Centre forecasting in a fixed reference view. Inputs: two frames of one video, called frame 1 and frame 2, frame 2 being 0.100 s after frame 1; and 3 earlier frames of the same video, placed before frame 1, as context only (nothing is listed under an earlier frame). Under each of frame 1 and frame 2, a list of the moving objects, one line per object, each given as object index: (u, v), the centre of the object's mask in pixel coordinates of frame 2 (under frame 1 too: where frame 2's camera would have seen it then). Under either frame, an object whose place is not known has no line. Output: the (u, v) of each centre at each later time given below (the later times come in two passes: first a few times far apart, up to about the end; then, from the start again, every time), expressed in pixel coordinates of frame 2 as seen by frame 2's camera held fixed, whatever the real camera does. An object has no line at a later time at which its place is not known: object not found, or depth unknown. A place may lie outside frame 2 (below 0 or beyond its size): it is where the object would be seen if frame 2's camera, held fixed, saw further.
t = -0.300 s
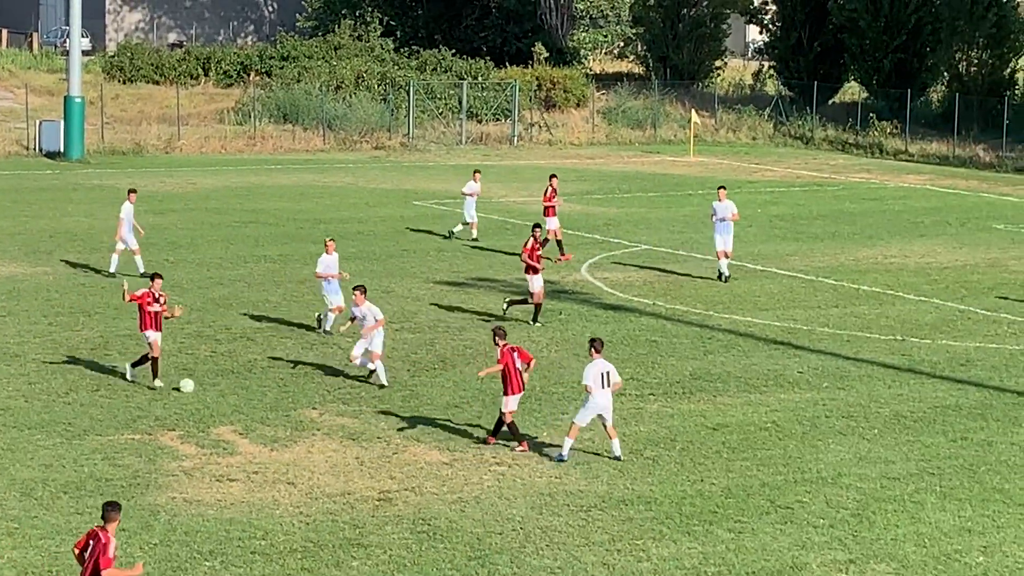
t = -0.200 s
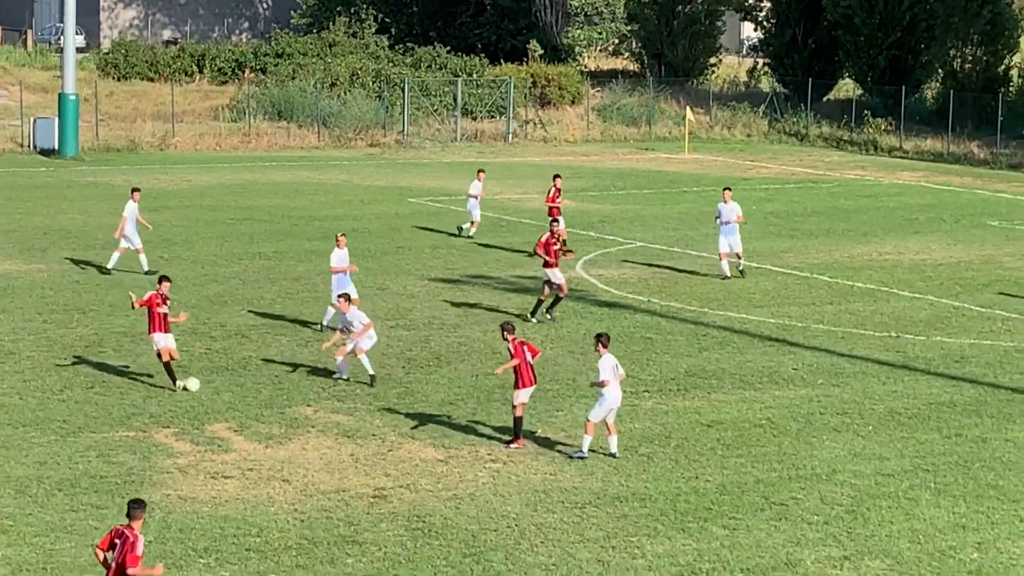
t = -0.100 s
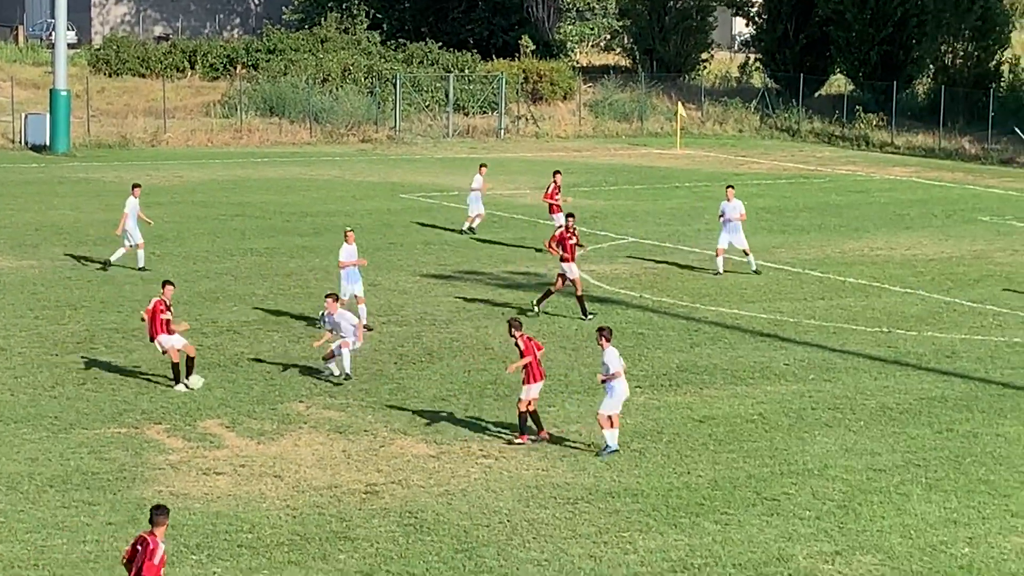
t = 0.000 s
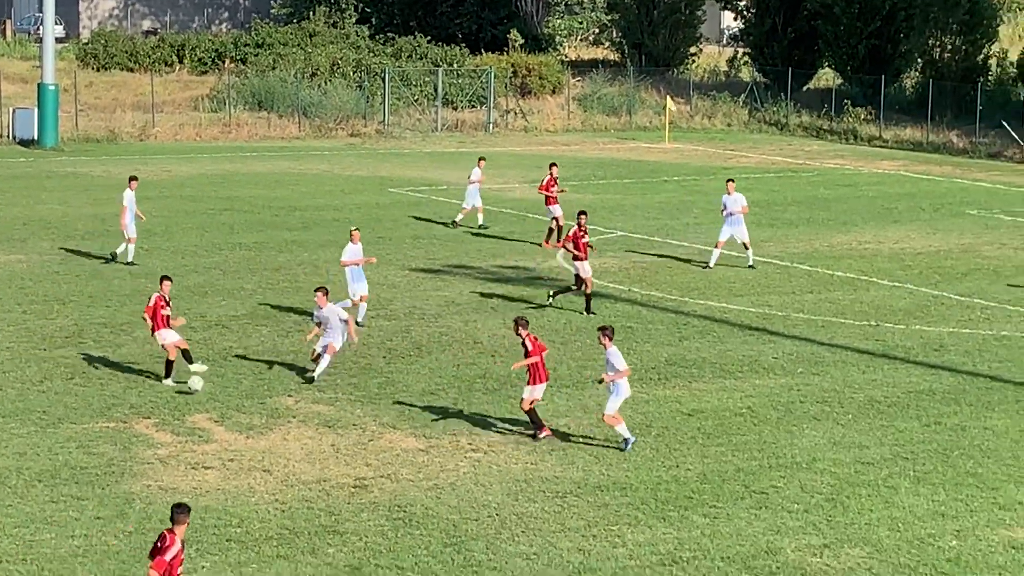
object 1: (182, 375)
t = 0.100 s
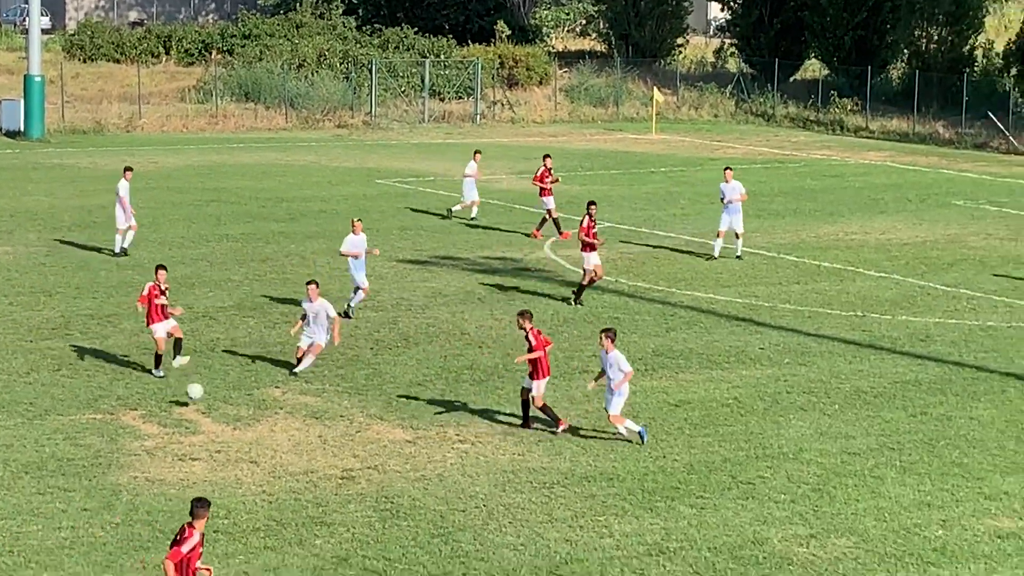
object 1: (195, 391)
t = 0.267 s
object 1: (215, 435)
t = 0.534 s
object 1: (231, 475)
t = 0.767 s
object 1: (244, 510)
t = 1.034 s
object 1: (257, 559)
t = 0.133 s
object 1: (199, 398)
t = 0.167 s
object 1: (203, 407)
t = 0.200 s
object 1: (207, 416)
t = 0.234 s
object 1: (211, 427)
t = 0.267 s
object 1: (215, 435)
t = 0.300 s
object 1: (216, 436)
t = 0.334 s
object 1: (219, 439)
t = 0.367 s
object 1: (221, 442)
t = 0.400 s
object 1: (223, 446)
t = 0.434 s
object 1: (225, 451)
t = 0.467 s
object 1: (227, 458)
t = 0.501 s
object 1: (229, 466)
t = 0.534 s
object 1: (231, 475)
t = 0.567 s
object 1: (234, 485)
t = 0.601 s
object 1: (235, 496)
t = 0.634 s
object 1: (237, 502)
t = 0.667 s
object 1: (239, 502)
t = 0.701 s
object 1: (240, 504)
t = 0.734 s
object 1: (243, 507)
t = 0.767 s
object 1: (244, 510)
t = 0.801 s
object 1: (246, 515)
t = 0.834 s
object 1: (248, 522)
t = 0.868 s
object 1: (249, 528)
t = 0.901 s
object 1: (251, 537)
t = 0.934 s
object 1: (252, 547)
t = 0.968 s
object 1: (254, 556)
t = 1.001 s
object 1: (256, 557)
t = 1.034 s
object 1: (257, 559)
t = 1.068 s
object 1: (258, 562)
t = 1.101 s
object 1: (259, 568)
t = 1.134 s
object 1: (261, 573)
